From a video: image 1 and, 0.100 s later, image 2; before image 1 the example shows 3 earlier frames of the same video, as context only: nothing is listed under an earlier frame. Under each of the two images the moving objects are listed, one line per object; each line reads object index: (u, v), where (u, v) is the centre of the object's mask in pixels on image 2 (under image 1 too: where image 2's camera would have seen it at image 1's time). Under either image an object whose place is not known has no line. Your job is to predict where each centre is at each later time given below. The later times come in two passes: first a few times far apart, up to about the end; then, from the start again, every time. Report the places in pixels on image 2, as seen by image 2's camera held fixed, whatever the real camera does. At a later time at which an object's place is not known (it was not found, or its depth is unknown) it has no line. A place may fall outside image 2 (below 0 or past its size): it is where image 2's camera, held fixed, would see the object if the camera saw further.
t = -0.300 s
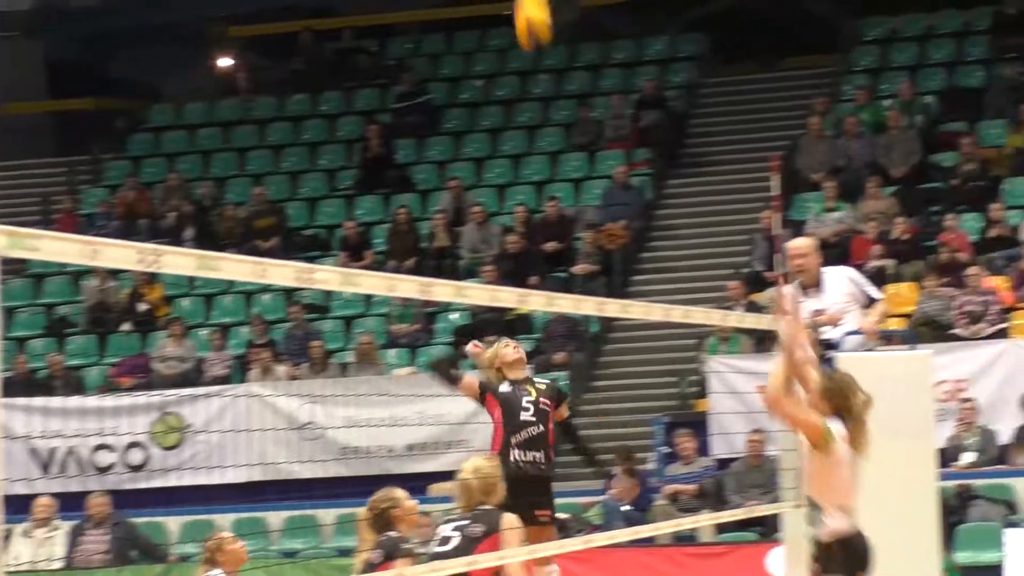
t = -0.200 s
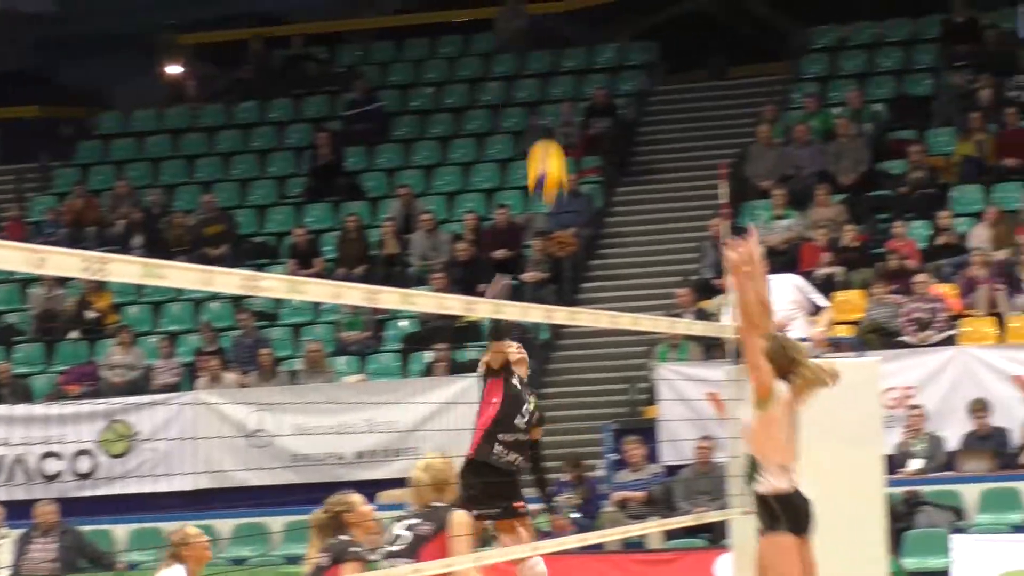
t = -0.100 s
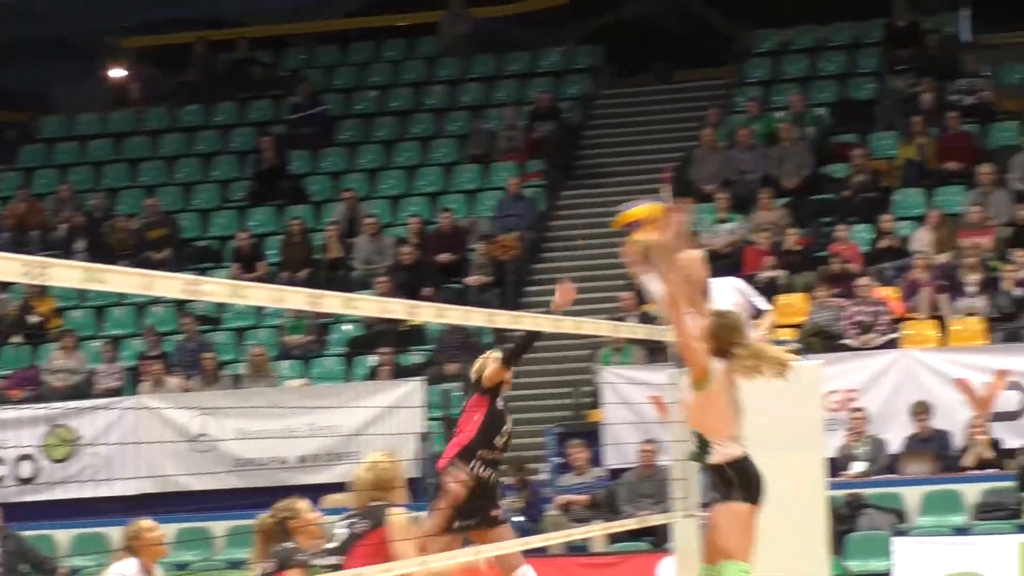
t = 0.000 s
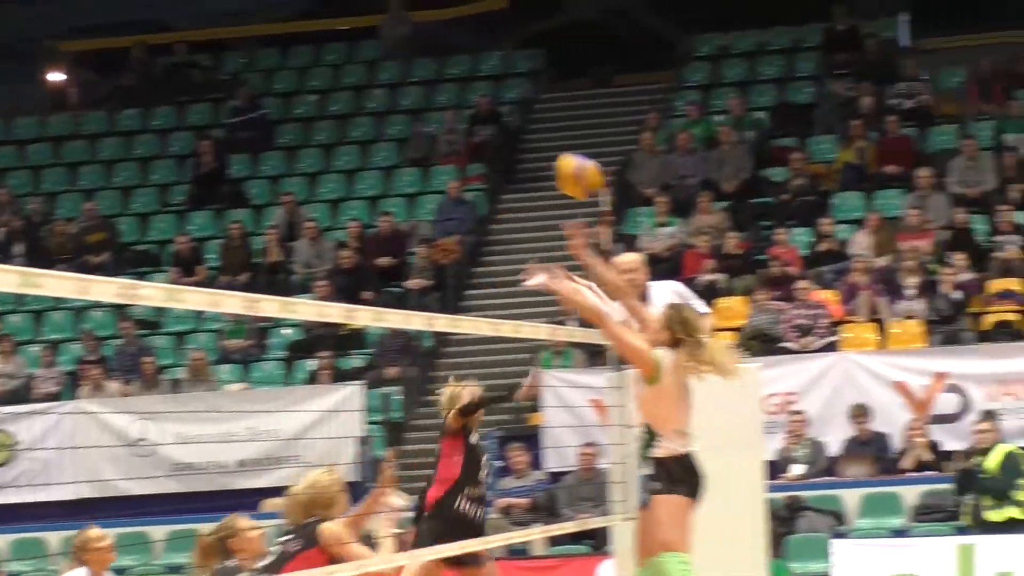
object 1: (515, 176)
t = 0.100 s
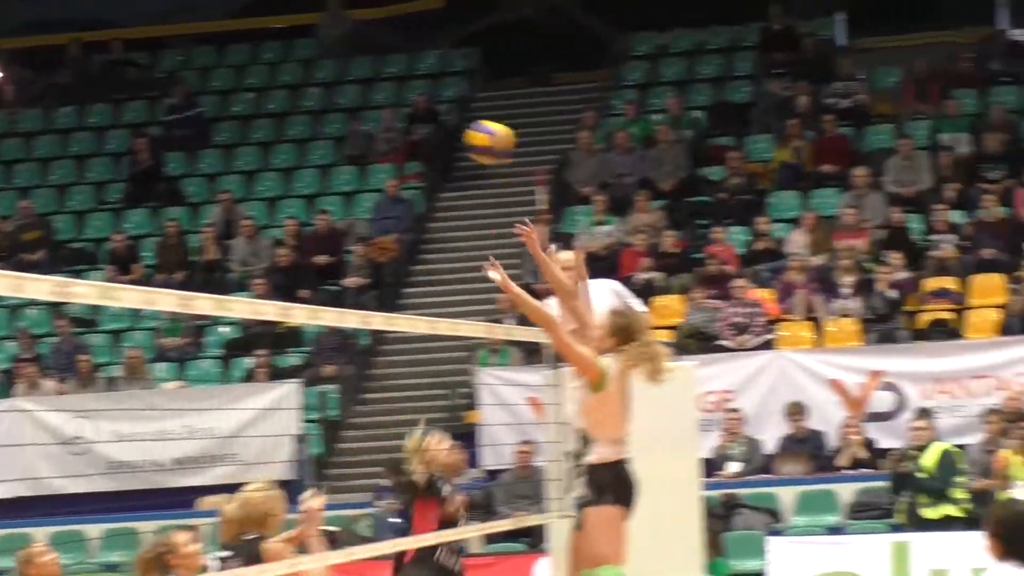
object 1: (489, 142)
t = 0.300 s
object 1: (442, 138)
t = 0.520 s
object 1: (397, 221)
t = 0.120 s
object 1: (484, 138)
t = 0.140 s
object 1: (479, 134)
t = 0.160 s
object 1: (474, 132)
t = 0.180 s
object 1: (470, 131)
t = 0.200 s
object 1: (466, 130)
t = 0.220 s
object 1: (461, 131)
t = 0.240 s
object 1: (456, 131)
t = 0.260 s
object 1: (451, 133)
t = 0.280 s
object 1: (447, 135)
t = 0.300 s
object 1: (442, 138)
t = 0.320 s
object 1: (438, 142)
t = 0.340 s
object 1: (433, 146)
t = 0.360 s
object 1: (429, 152)
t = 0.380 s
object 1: (425, 158)
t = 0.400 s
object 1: (421, 164)
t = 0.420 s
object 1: (417, 171)
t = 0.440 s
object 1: (413, 179)
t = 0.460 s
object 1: (408, 187)
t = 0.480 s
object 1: (404, 197)
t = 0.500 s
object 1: (400, 208)
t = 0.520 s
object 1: (397, 221)
